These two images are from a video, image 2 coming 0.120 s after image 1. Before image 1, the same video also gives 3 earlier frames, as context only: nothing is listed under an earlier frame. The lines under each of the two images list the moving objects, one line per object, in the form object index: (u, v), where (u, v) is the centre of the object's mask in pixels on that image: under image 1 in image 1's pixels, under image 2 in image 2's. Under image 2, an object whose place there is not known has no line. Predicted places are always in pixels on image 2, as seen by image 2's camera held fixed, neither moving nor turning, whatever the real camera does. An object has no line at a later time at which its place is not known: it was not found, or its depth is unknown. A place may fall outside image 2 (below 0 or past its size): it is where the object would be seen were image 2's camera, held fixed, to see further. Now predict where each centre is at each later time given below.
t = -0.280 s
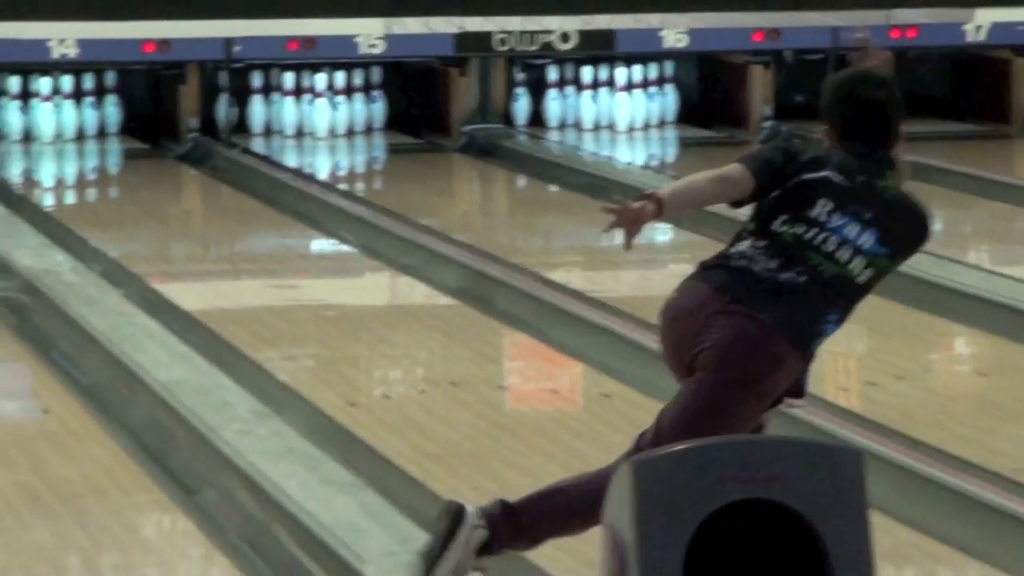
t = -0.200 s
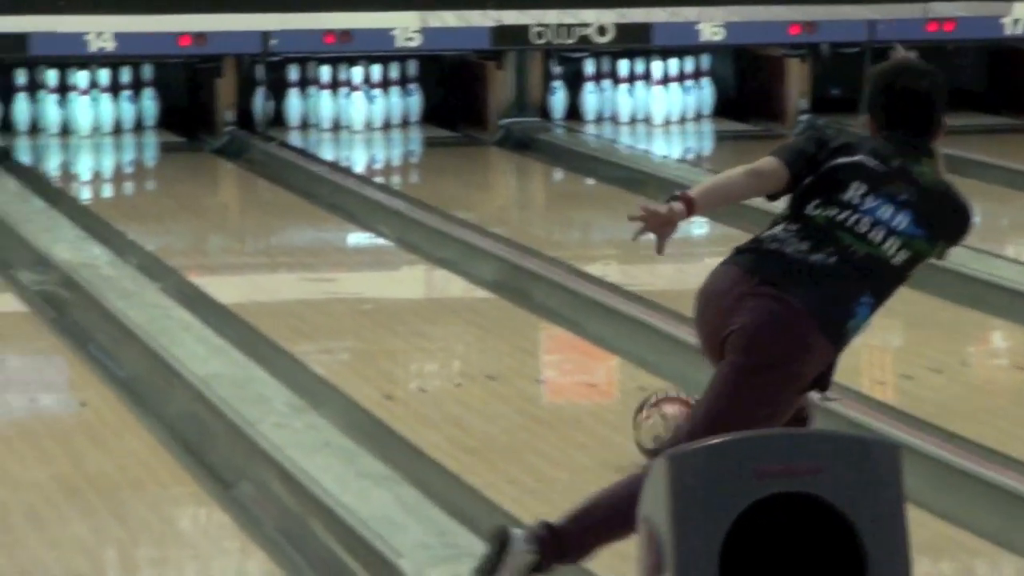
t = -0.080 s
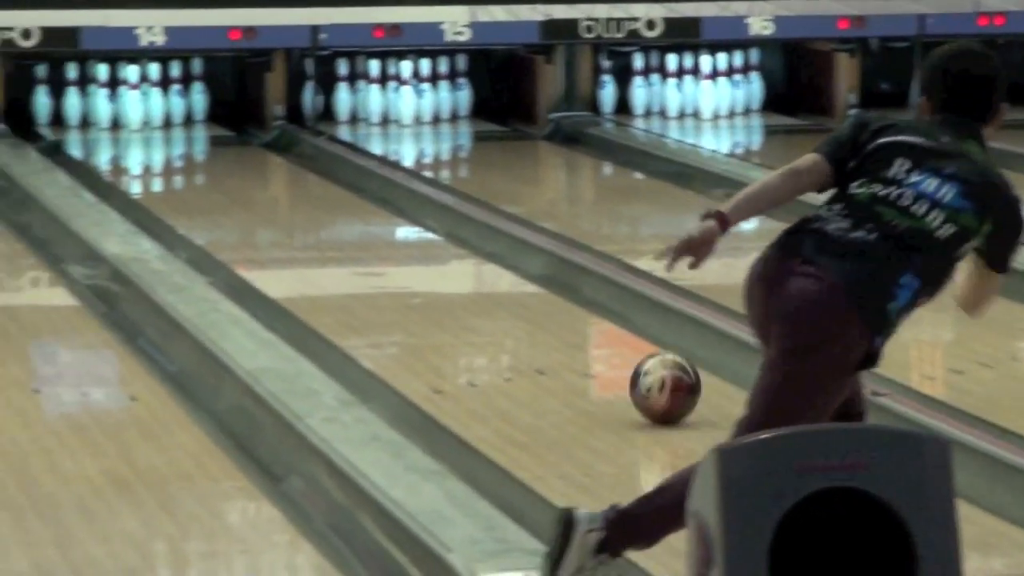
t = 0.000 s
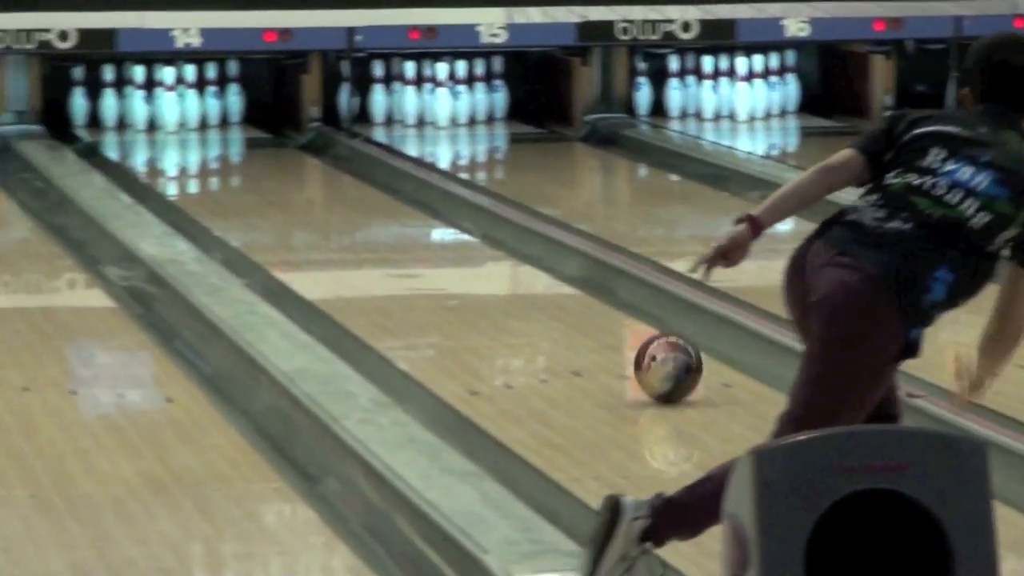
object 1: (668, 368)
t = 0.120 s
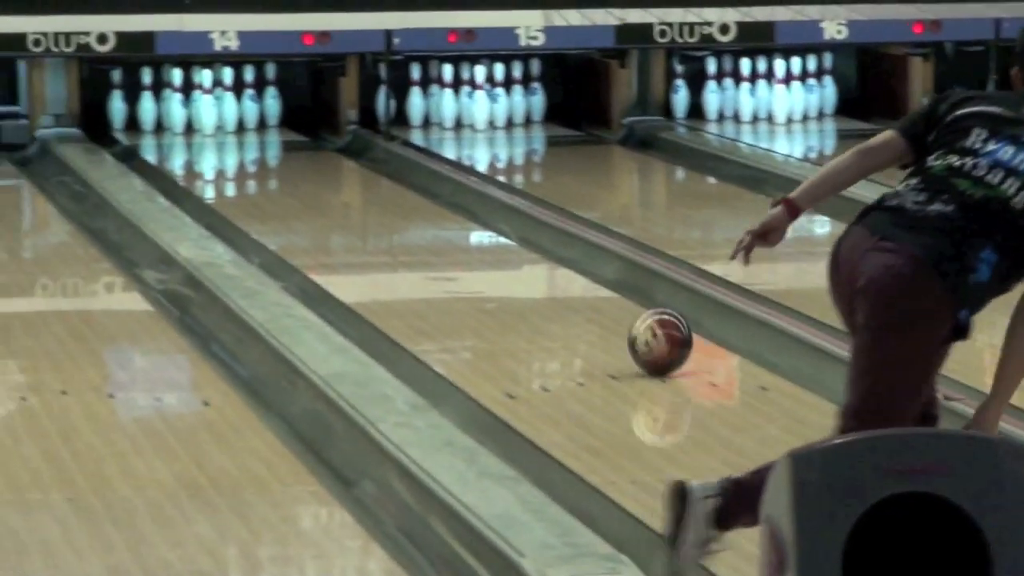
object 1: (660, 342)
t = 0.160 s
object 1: (646, 333)
